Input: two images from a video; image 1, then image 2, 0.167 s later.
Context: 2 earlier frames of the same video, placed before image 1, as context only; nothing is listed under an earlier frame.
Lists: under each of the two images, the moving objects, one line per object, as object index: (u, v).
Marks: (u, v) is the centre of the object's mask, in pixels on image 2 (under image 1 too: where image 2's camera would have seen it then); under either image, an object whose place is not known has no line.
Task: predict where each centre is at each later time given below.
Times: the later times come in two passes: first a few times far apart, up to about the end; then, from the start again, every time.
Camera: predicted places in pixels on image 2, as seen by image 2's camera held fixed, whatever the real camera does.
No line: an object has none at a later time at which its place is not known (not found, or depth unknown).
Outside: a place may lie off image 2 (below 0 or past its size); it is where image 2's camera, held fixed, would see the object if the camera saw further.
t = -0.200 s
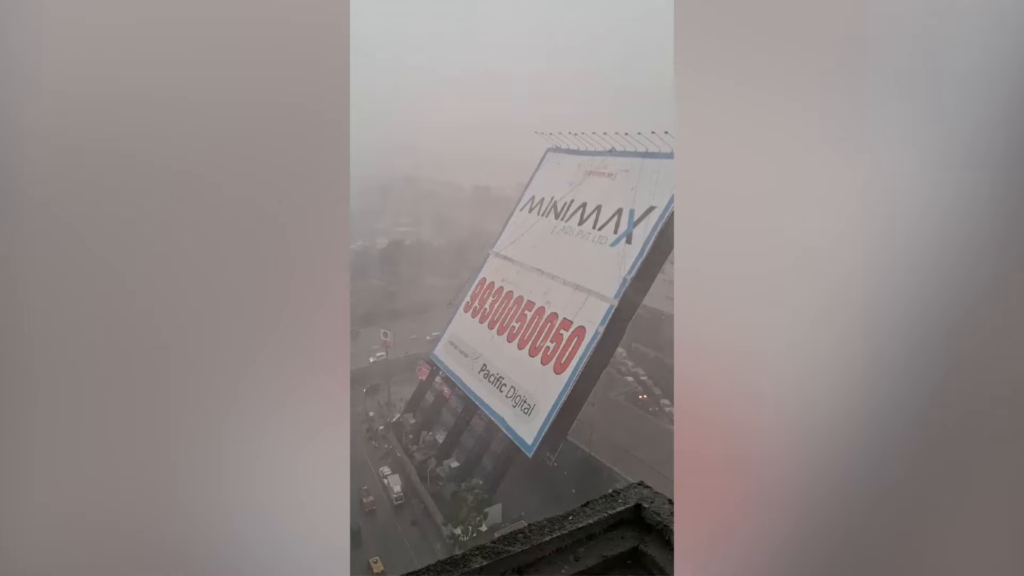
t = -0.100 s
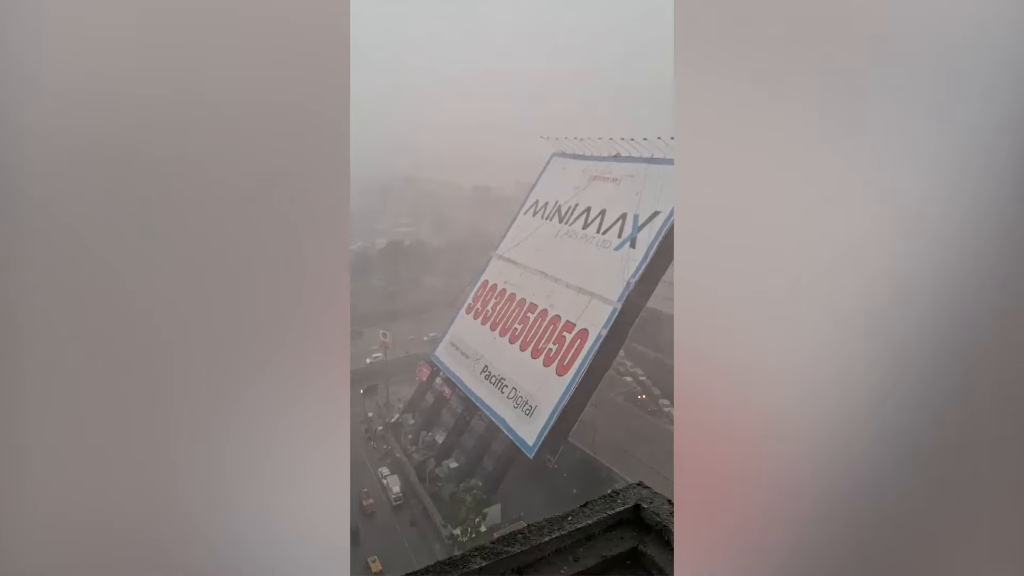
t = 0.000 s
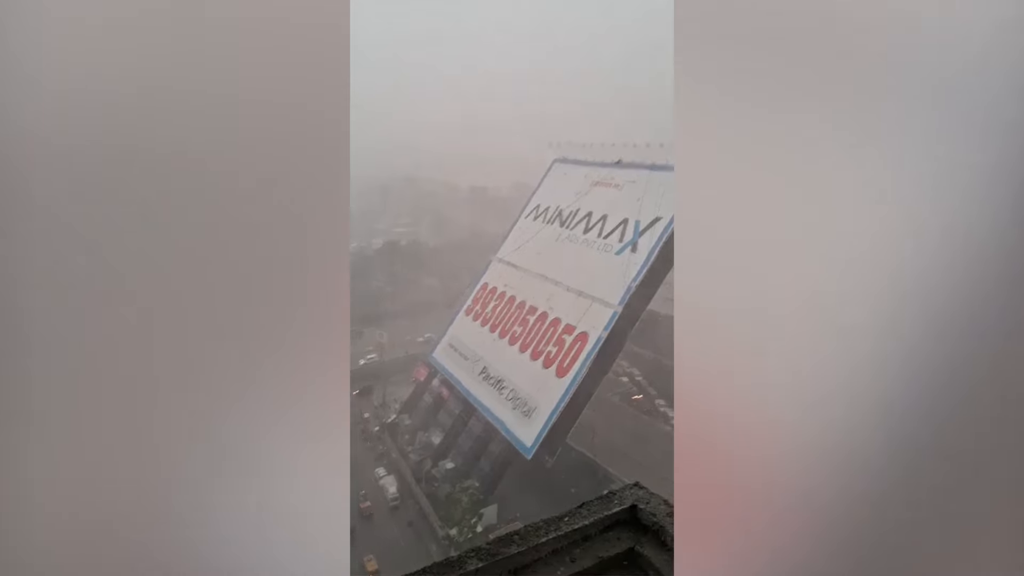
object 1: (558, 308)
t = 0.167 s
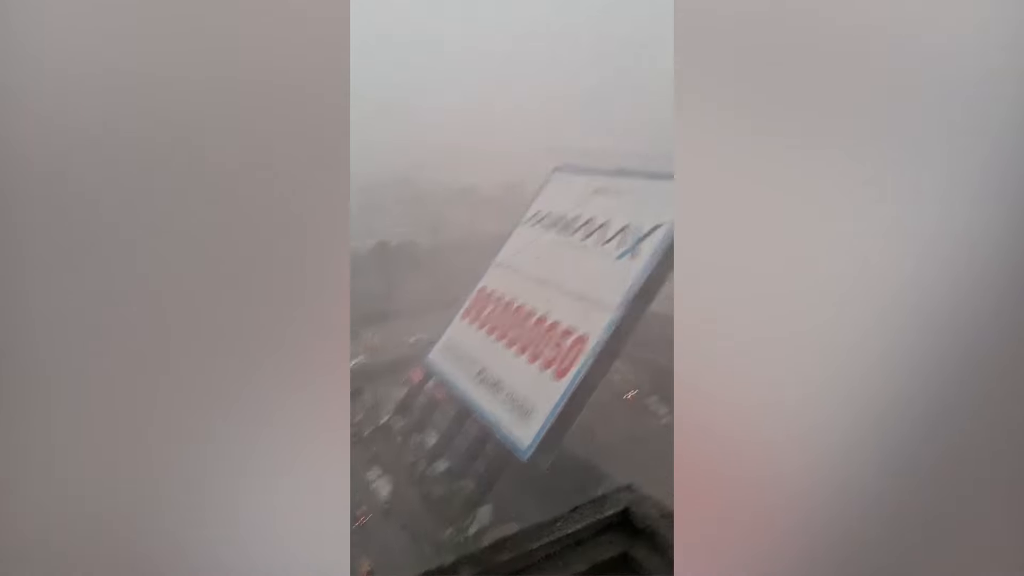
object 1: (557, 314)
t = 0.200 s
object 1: (552, 321)
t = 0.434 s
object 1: (558, 314)
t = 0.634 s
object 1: (563, 319)
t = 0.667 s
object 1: (563, 321)
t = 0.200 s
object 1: (552, 321)
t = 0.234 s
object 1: (556, 306)
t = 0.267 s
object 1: (552, 322)
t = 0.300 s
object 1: (556, 311)
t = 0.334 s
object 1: (557, 312)
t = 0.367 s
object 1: (557, 313)
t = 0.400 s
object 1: (558, 313)
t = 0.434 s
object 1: (558, 314)
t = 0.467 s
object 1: (559, 314)
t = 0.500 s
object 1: (560, 313)
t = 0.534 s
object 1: (561, 313)
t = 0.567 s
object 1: (559, 328)
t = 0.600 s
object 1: (563, 314)
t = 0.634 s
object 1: (563, 319)
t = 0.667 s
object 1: (563, 321)
